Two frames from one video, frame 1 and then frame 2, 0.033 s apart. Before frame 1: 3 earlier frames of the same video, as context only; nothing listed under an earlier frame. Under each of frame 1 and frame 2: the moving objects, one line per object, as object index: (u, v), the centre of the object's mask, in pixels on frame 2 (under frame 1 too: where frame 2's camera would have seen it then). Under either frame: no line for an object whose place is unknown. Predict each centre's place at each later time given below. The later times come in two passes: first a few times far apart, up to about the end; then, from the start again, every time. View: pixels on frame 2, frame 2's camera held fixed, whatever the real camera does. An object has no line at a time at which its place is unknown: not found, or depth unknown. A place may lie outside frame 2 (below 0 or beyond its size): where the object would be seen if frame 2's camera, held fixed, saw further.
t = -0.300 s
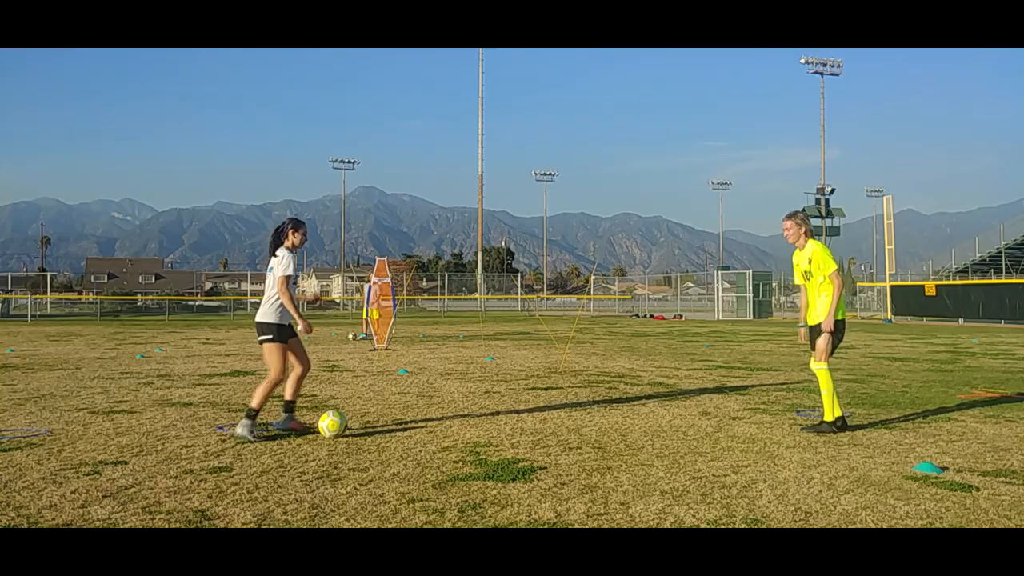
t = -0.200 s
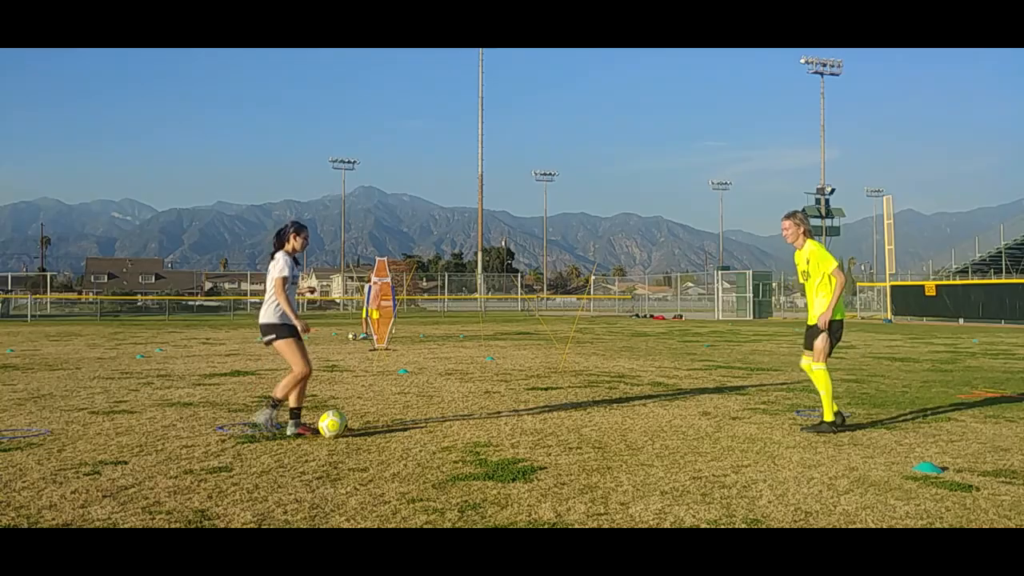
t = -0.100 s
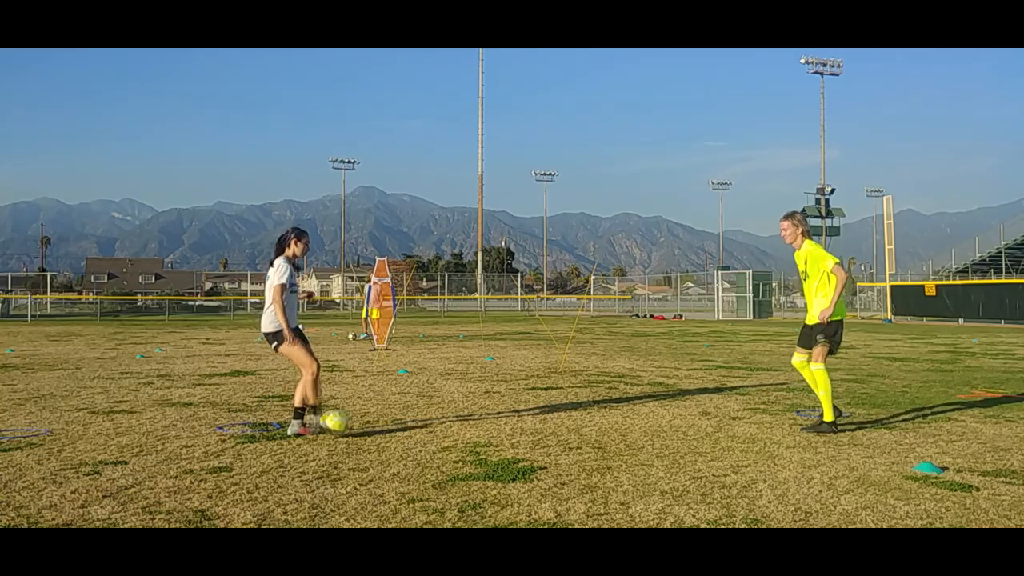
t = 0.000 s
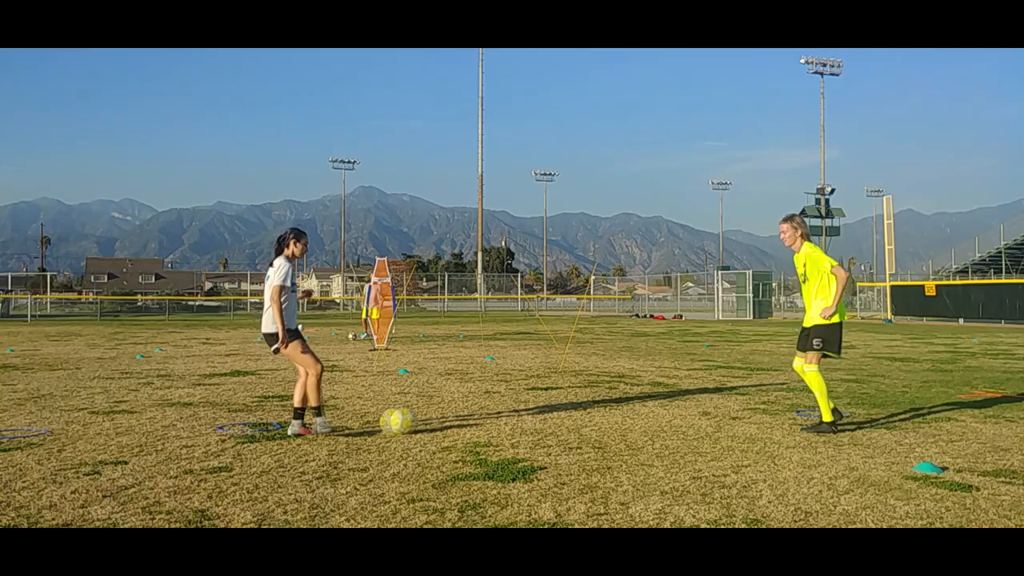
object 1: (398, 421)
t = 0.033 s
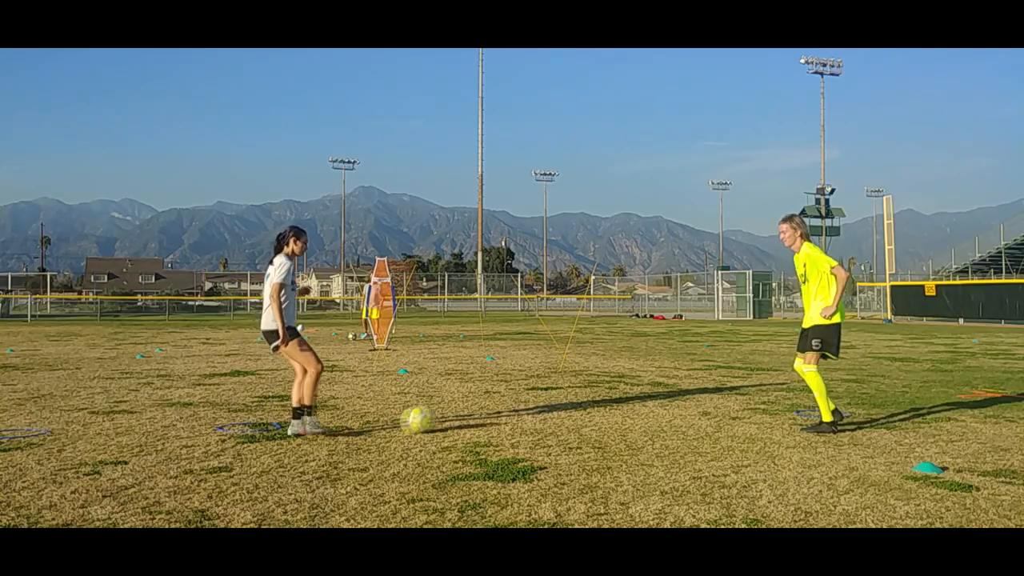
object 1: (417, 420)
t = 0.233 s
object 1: (515, 414)
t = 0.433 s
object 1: (593, 415)
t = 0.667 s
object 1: (675, 413)
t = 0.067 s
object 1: (434, 417)
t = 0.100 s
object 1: (453, 416)
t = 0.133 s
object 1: (470, 417)
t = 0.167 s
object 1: (487, 416)
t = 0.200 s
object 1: (500, 415)
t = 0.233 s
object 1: (515, 414)
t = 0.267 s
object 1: (530, 415)
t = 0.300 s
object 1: (543, 416)
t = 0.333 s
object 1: (557, 415)
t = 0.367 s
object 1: (569, 415)
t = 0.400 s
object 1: (584, 415)
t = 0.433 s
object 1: (593, 415)
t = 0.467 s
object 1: (605, 414)
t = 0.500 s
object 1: (616, 413)
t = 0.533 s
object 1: (628, 414)
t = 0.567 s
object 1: (640, 415)
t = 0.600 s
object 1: (652, 414)
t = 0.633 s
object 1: (664, 413)
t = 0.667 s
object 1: (675, 413)
